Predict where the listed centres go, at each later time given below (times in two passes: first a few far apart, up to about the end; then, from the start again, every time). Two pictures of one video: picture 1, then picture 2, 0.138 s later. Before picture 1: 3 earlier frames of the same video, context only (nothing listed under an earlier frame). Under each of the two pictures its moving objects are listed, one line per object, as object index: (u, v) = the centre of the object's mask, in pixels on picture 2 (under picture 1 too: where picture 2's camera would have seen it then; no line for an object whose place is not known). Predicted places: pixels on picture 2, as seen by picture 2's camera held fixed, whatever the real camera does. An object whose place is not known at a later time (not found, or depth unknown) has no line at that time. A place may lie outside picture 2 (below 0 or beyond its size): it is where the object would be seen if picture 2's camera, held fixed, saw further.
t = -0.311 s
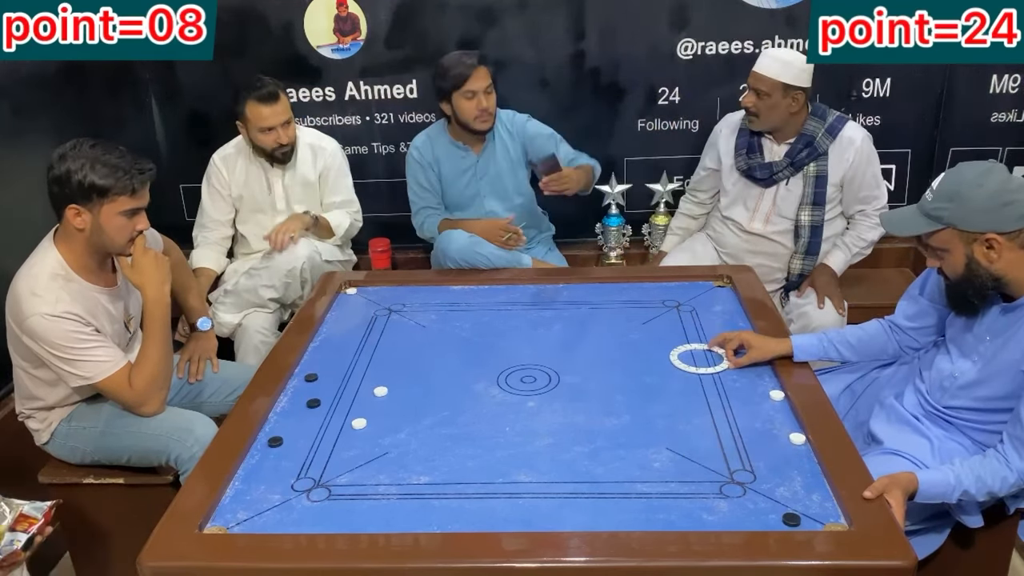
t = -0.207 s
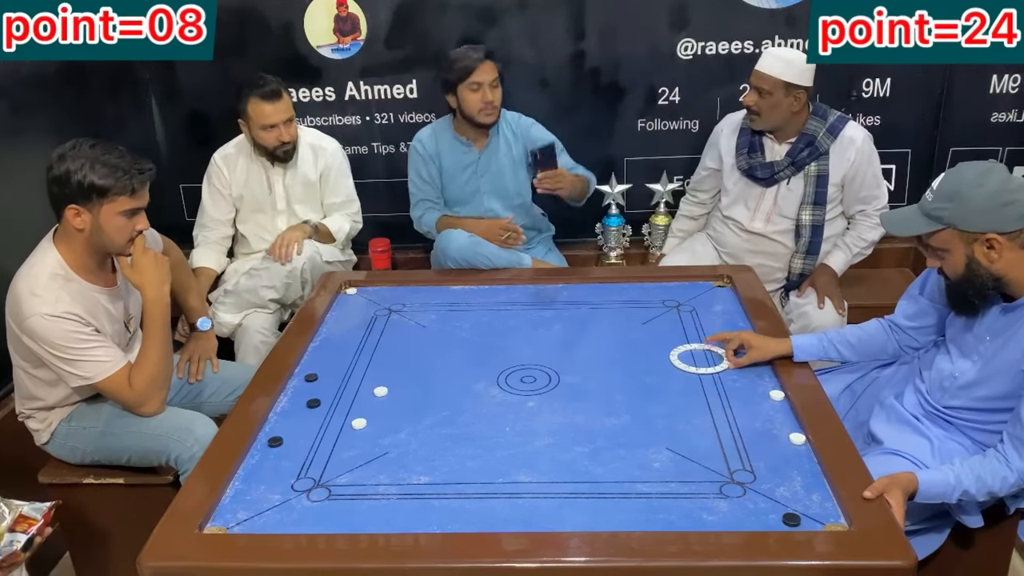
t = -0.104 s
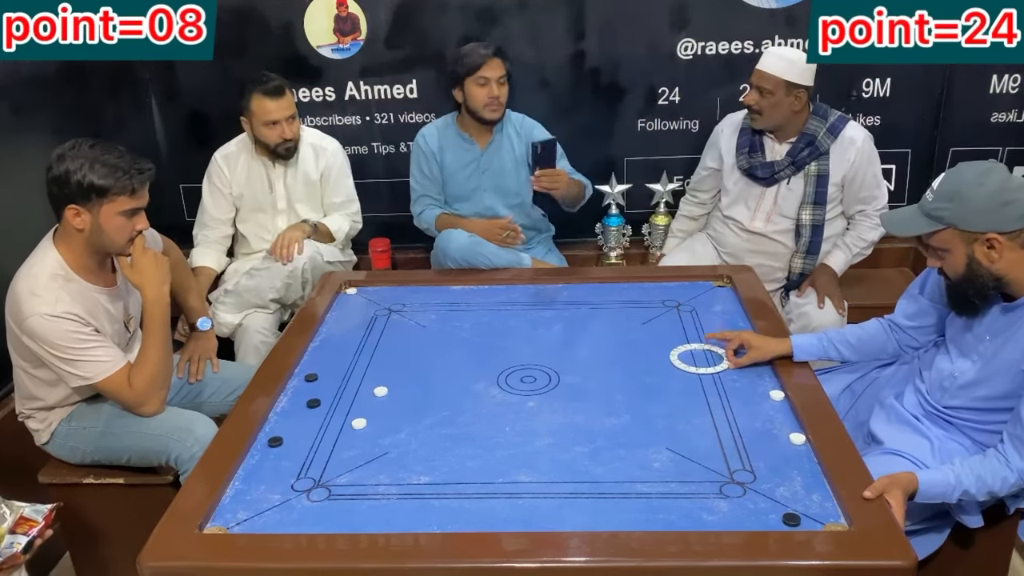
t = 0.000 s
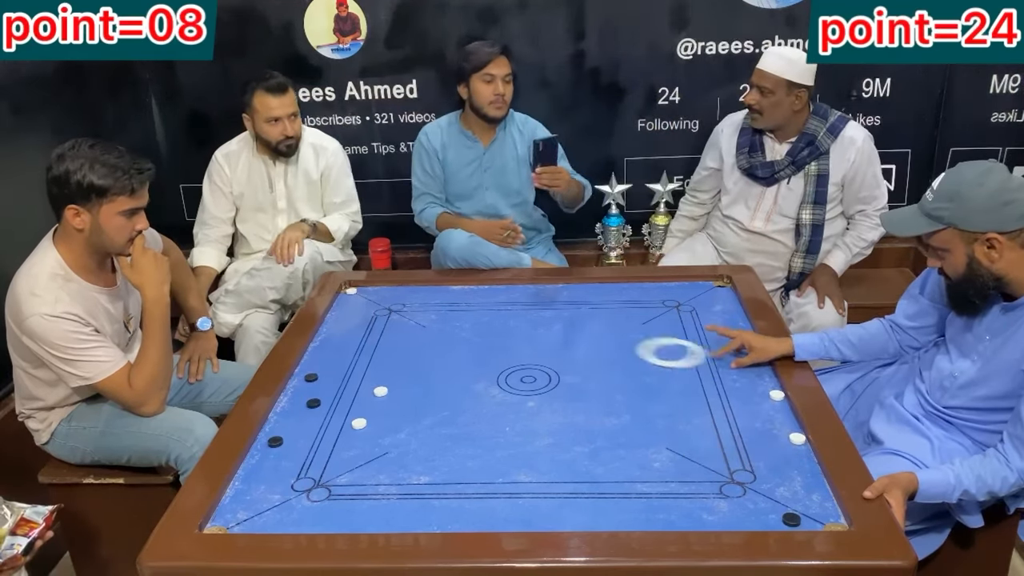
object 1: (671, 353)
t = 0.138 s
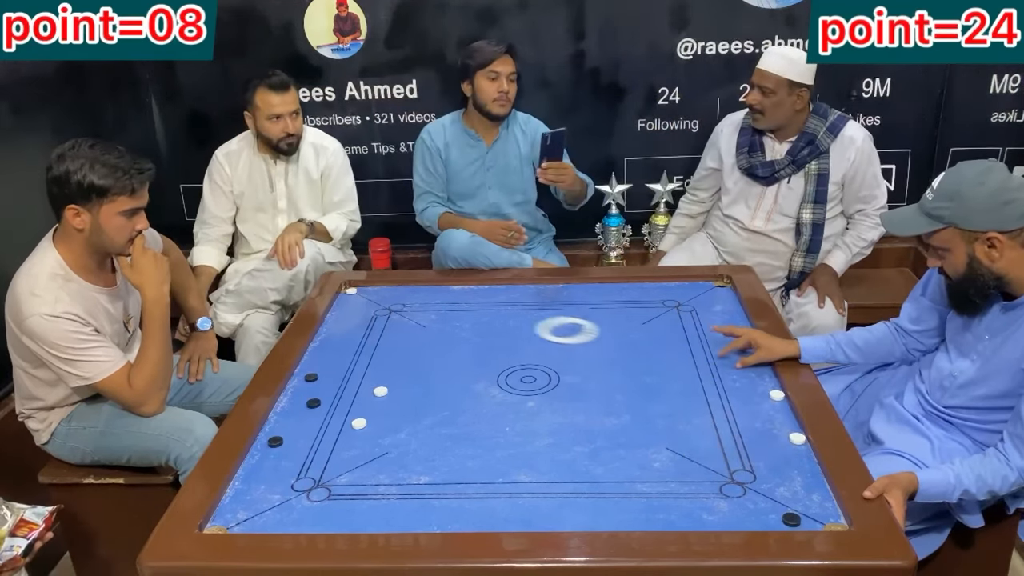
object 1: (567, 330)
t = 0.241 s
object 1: (498, 316)
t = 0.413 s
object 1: (396, 296)
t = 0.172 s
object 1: (543, 325)
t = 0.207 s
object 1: (520, 320)
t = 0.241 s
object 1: (498, 316)
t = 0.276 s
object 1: (476, 311)
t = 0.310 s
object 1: (455, 306)
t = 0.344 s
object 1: (435, 302)
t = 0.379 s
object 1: (415, 298)
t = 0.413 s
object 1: (396, 296)
